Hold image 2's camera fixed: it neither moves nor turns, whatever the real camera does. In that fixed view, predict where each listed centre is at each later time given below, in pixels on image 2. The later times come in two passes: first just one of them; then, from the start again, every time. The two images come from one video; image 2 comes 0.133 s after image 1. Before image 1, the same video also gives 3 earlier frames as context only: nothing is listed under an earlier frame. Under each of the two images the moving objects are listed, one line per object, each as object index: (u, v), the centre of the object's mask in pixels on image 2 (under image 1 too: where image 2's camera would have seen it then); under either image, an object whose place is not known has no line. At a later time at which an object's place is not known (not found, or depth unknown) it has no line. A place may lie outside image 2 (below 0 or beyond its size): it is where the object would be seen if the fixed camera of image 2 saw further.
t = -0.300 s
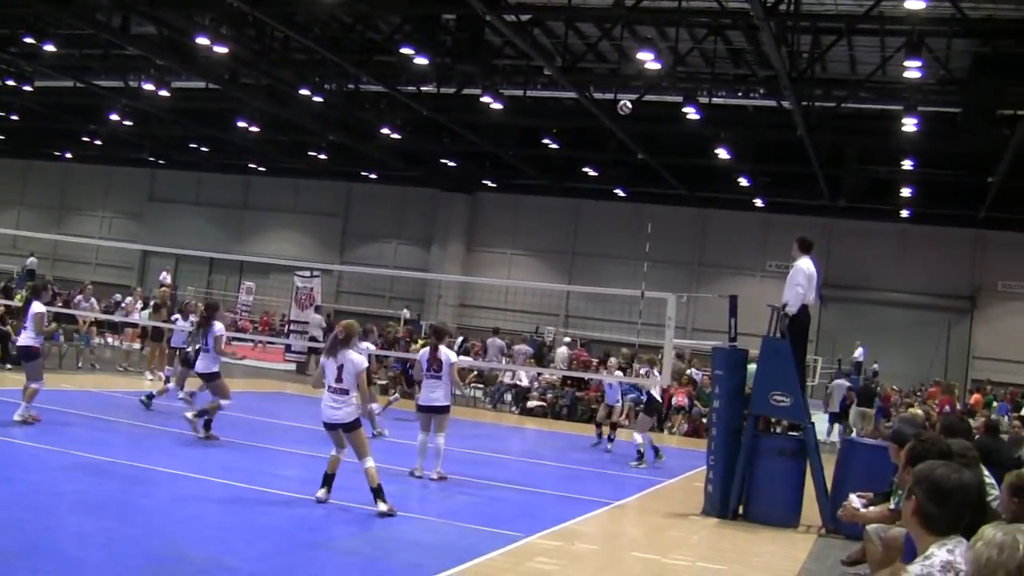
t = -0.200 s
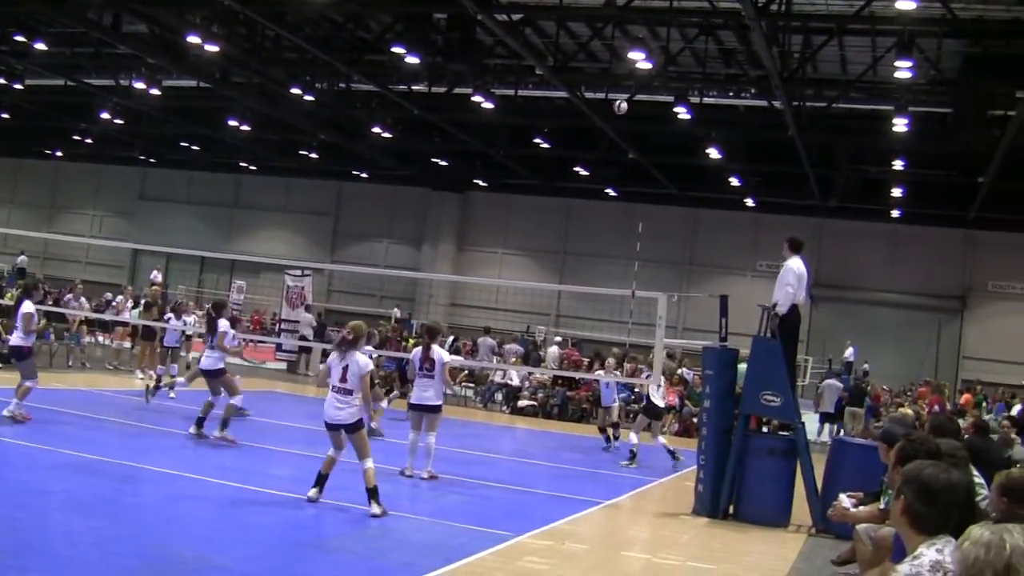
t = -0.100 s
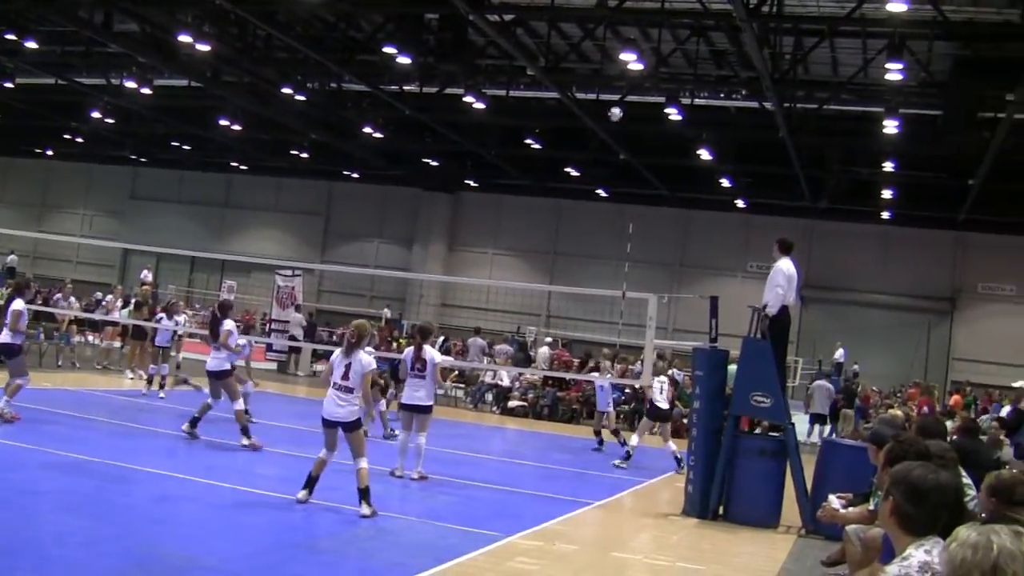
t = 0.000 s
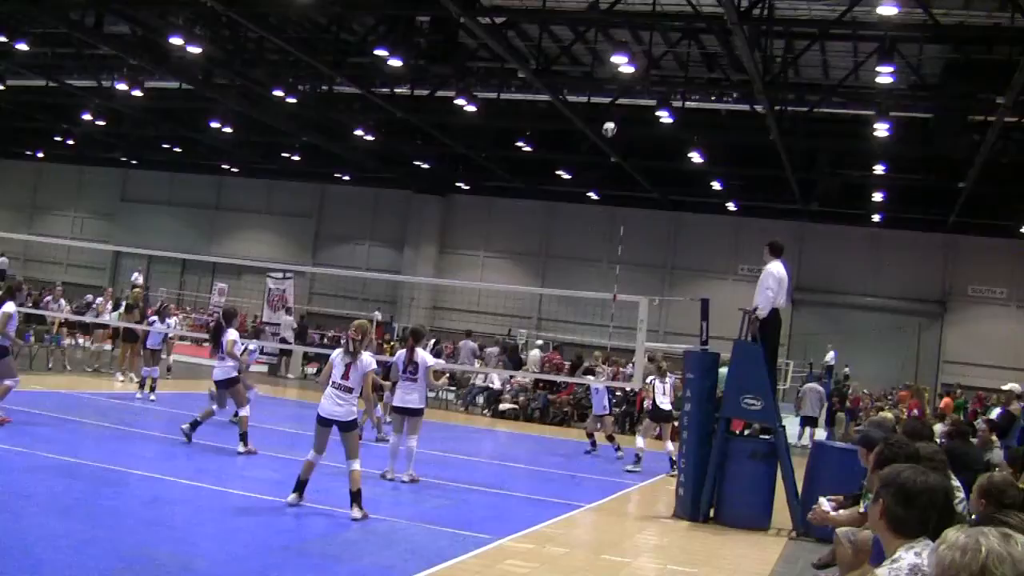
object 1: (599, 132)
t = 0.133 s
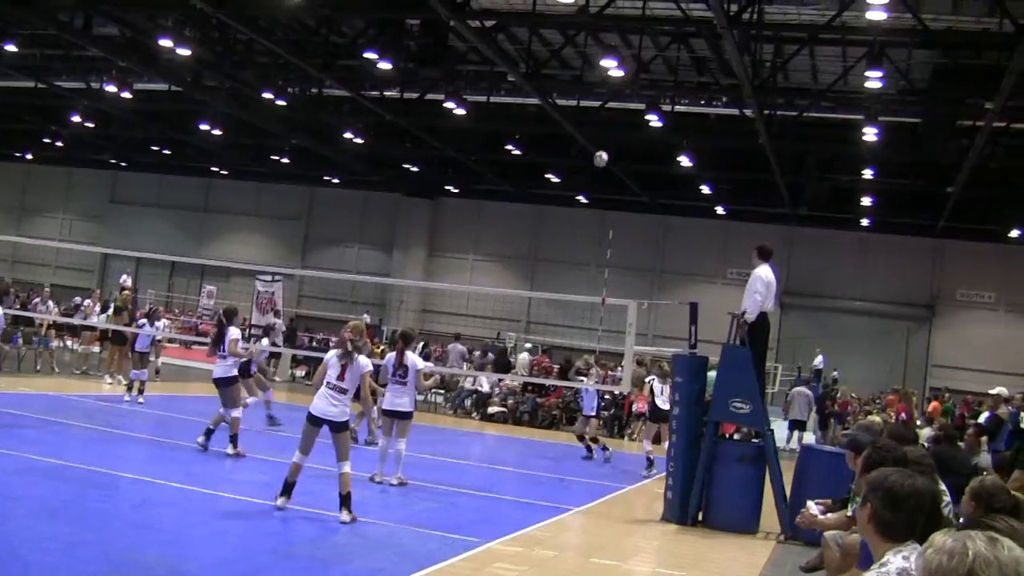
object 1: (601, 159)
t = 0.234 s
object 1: (600, 184)
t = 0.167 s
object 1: (601, 166)
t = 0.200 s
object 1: (600, 175)
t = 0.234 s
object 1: (600, 184)
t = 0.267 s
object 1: (601, 194)
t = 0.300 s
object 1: (602, 203)
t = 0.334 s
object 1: (603, 214)
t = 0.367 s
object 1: (603, 225)
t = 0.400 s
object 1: (604, 237)
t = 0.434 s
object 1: (605, 248)
